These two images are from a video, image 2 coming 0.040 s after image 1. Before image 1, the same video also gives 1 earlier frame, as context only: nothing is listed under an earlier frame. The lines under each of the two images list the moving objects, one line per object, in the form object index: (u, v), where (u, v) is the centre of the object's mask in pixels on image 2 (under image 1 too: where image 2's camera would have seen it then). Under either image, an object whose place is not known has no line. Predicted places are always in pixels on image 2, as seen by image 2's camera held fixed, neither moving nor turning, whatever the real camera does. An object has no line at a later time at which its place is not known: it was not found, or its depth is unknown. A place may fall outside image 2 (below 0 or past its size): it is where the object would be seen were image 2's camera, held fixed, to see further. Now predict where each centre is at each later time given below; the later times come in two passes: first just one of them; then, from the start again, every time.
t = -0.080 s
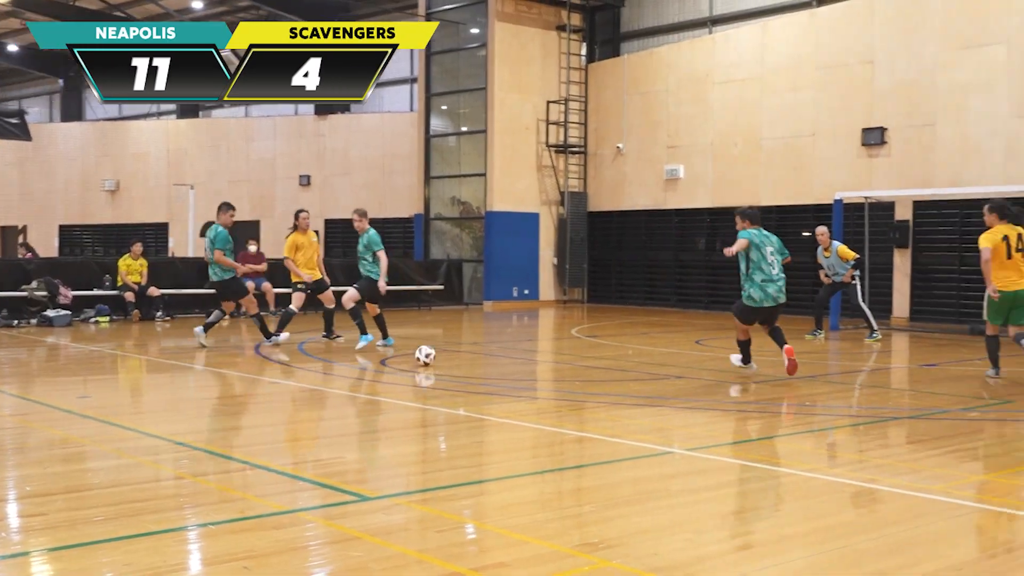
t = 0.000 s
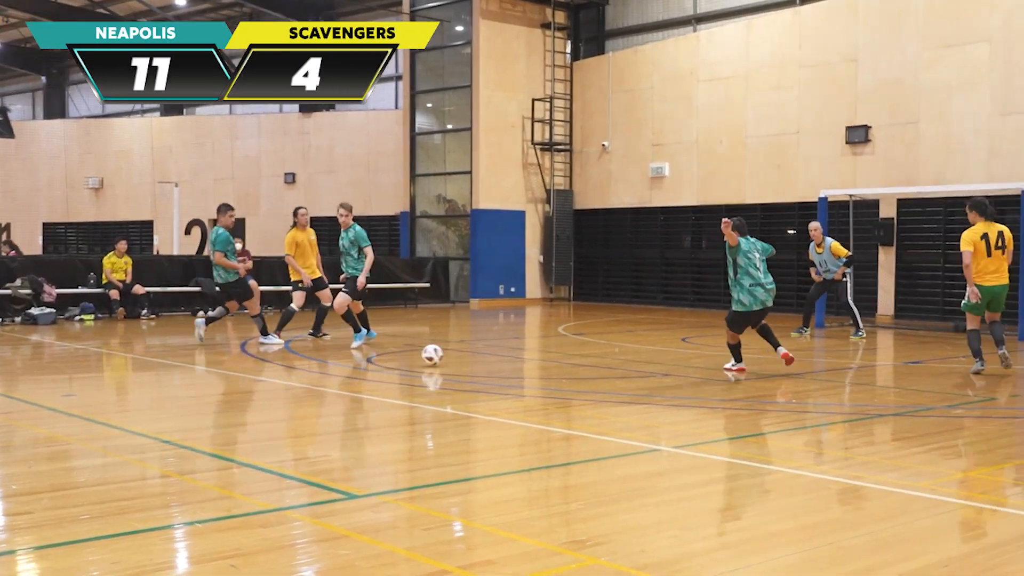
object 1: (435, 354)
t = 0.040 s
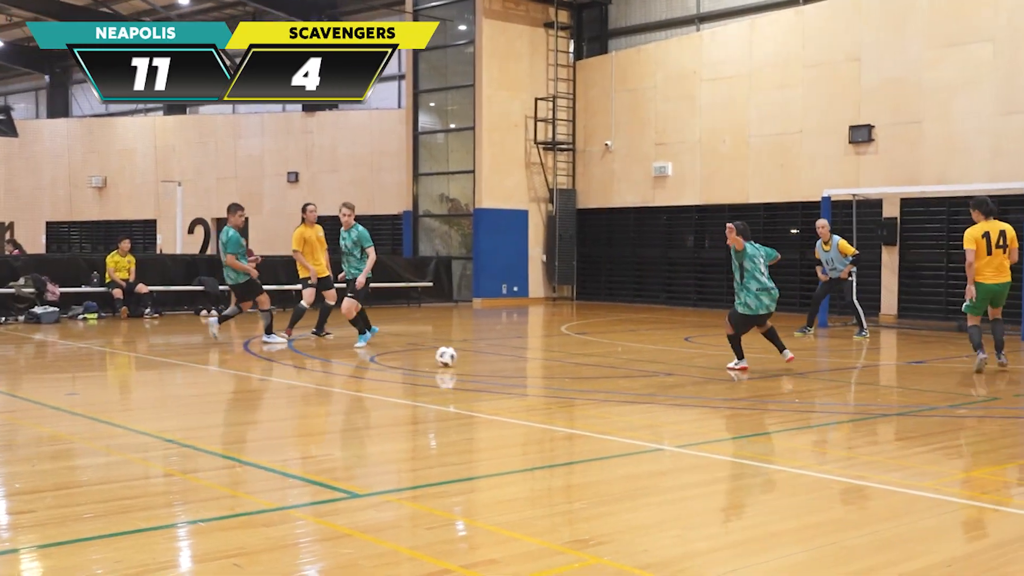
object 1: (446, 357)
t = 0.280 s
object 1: (510, 362)
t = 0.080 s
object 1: (456, 355)
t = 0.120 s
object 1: (466, 357)
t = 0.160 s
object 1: (477, 360)
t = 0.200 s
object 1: (488, 360)
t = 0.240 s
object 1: (499, 362)
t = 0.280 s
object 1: (510, 362)
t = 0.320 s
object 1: (521, 363)
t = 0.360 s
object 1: (533, 366)
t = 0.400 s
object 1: (544, 366)
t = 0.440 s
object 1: (556, 369)
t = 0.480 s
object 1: (568, 370)
